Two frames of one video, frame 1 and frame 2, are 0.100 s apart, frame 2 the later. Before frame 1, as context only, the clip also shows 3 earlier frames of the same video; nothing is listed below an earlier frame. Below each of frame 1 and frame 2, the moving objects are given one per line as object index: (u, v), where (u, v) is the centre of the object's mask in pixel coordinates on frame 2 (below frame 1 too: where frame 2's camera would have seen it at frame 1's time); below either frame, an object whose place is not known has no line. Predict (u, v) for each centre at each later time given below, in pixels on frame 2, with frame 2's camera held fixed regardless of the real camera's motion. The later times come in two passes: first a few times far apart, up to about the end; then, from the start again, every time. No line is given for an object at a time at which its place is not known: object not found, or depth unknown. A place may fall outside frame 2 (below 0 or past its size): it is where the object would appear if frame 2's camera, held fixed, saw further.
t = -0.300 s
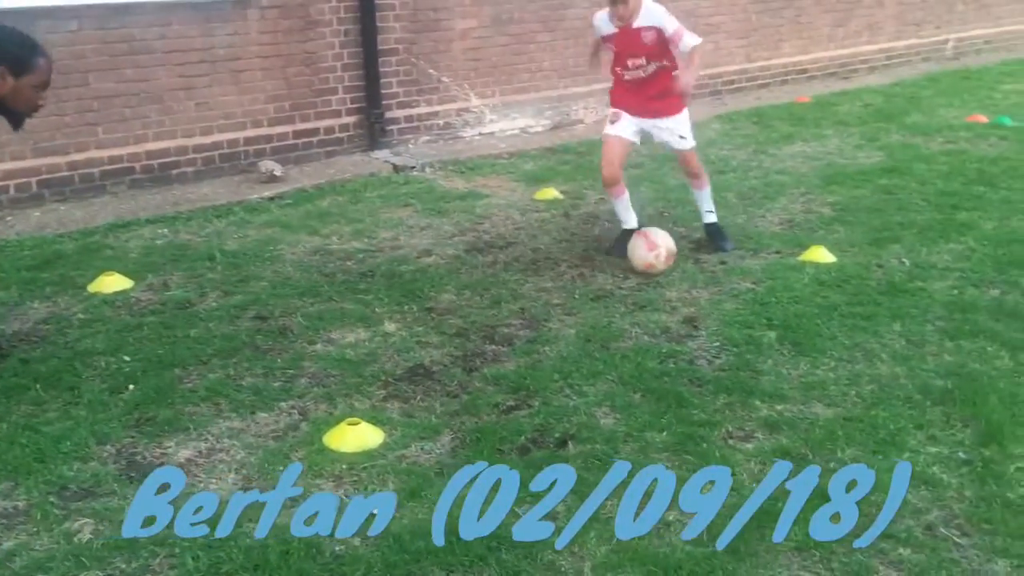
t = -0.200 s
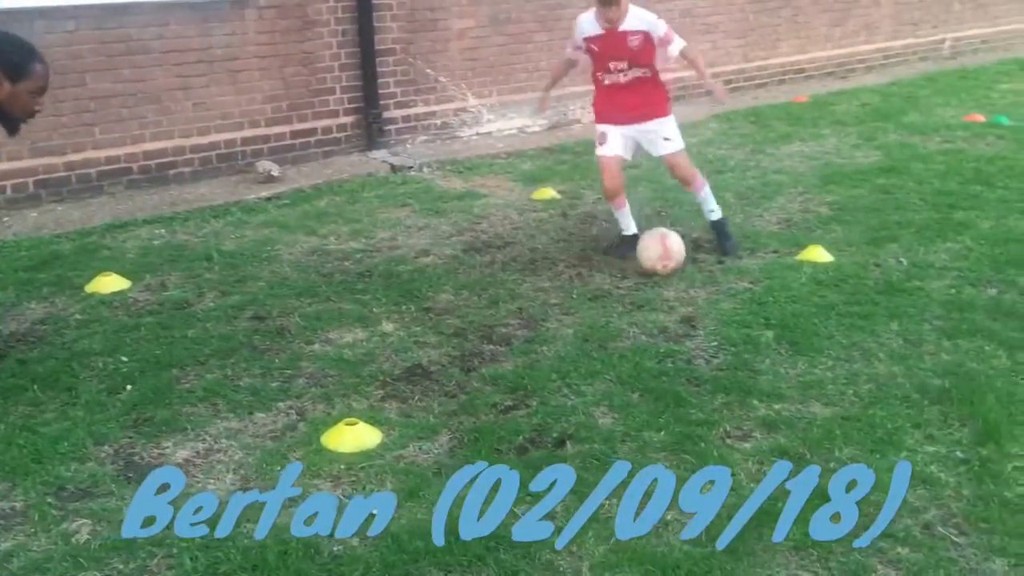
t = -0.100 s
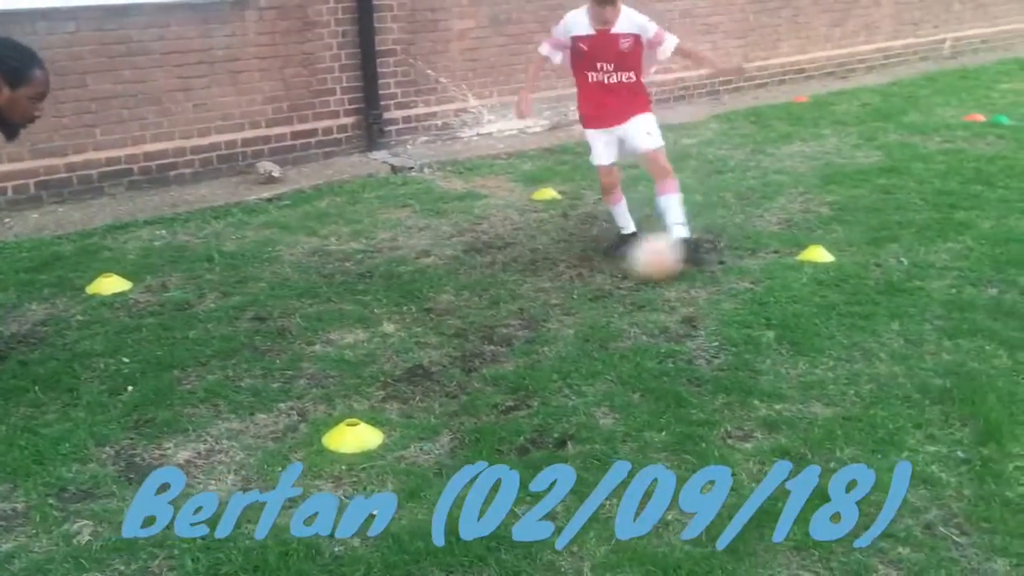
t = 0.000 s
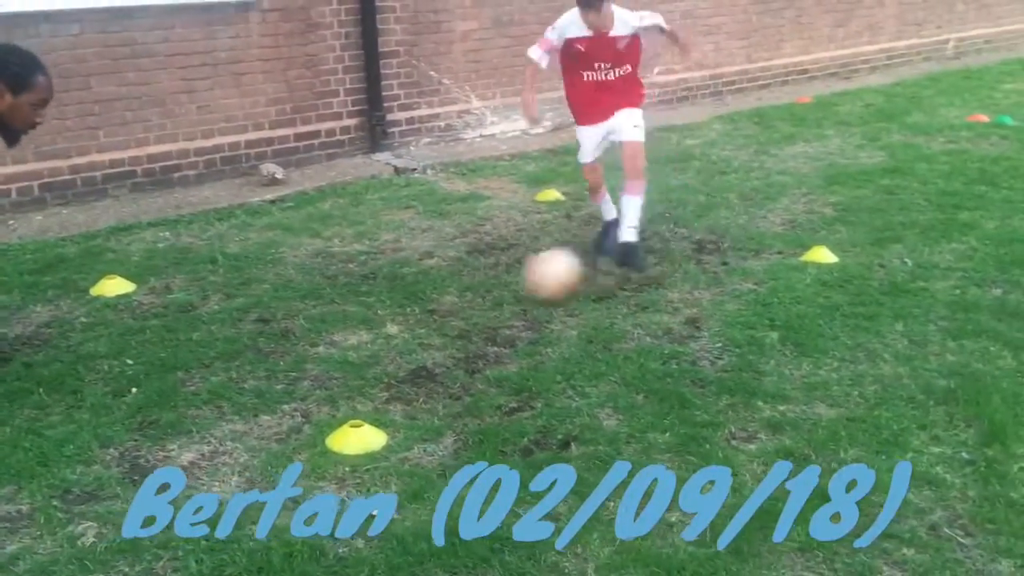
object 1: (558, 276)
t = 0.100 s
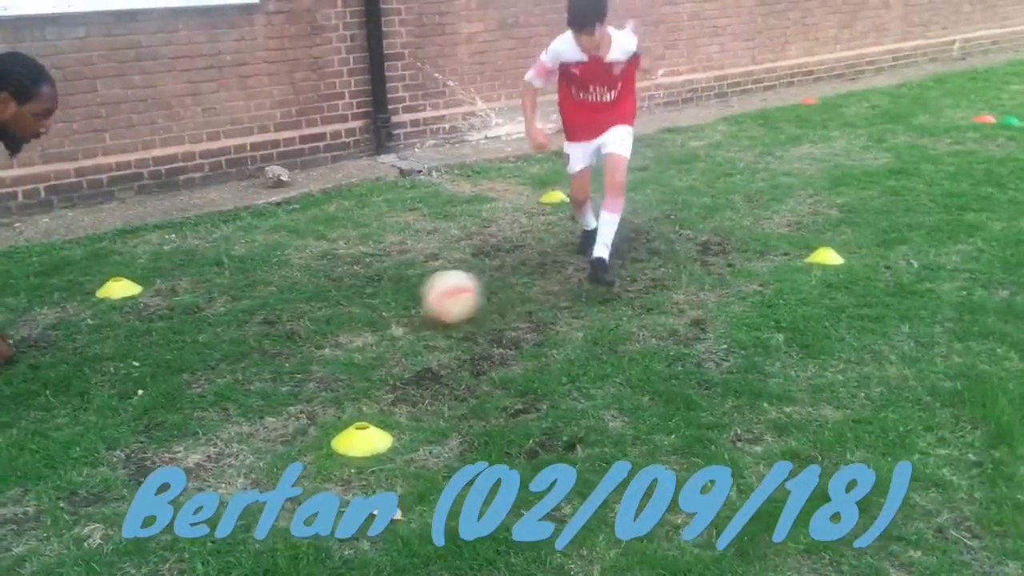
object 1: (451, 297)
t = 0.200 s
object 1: (359, 310)
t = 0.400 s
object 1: (140, 359)
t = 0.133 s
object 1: (421, 299)
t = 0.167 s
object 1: (391, 303)
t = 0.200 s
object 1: (359, 310)
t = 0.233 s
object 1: (324, 320)
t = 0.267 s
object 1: (291, 330)
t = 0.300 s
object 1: (254, 335)
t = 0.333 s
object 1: (219, 340)
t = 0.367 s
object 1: (180, 349)
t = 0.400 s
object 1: (140, 359)
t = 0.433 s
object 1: (100, 365)
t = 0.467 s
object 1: (59, 373)
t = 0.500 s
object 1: (21, 381)
